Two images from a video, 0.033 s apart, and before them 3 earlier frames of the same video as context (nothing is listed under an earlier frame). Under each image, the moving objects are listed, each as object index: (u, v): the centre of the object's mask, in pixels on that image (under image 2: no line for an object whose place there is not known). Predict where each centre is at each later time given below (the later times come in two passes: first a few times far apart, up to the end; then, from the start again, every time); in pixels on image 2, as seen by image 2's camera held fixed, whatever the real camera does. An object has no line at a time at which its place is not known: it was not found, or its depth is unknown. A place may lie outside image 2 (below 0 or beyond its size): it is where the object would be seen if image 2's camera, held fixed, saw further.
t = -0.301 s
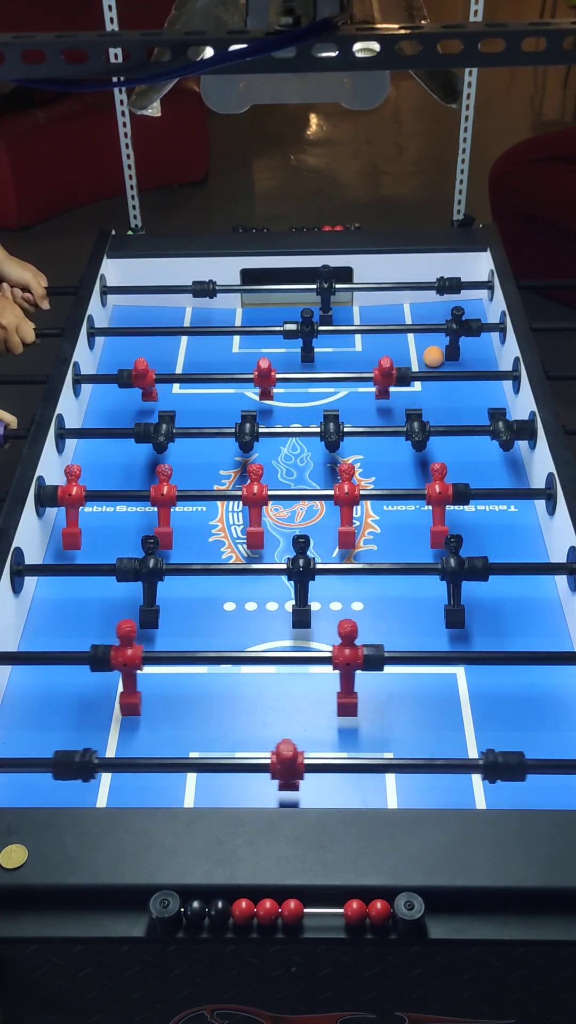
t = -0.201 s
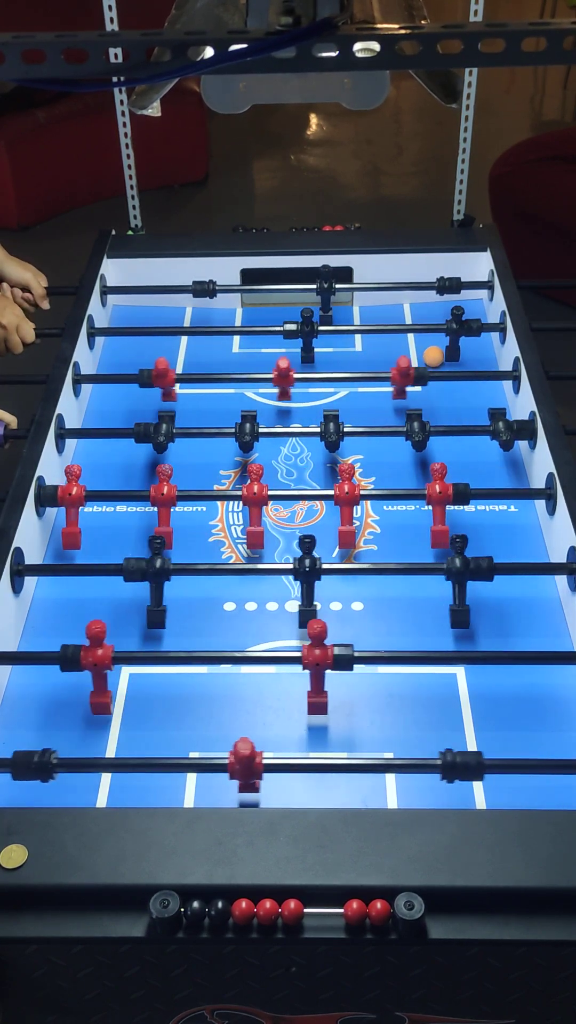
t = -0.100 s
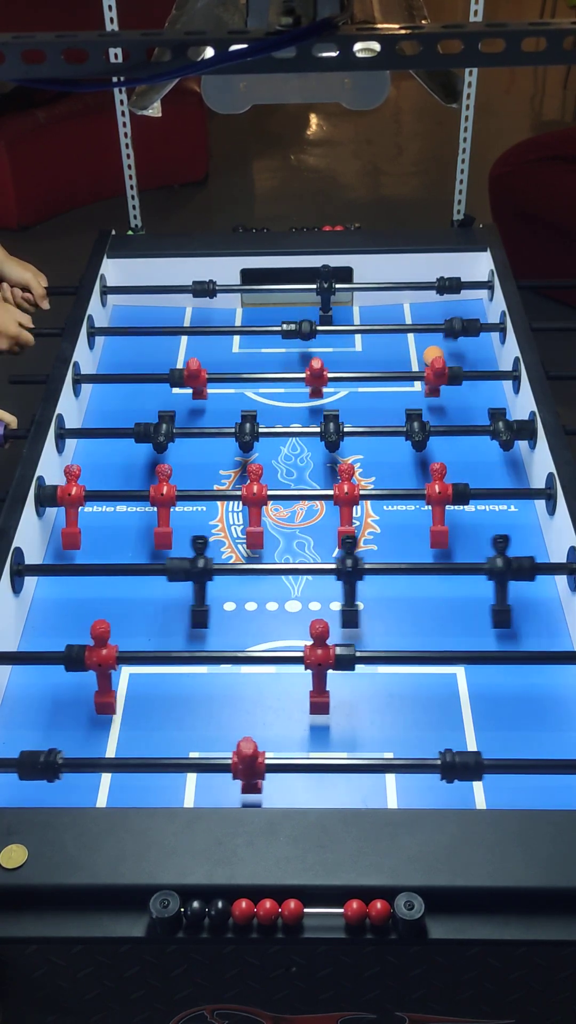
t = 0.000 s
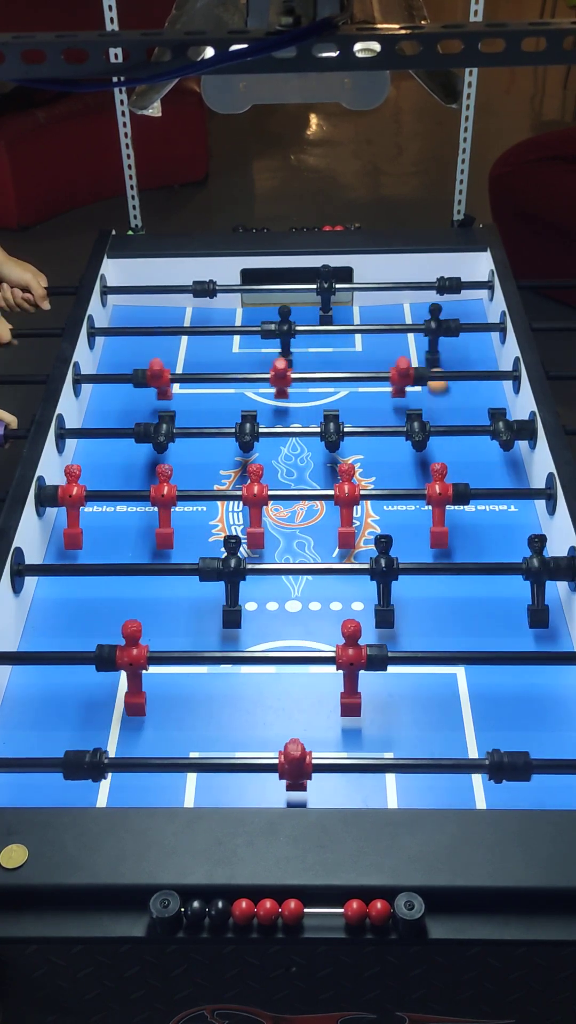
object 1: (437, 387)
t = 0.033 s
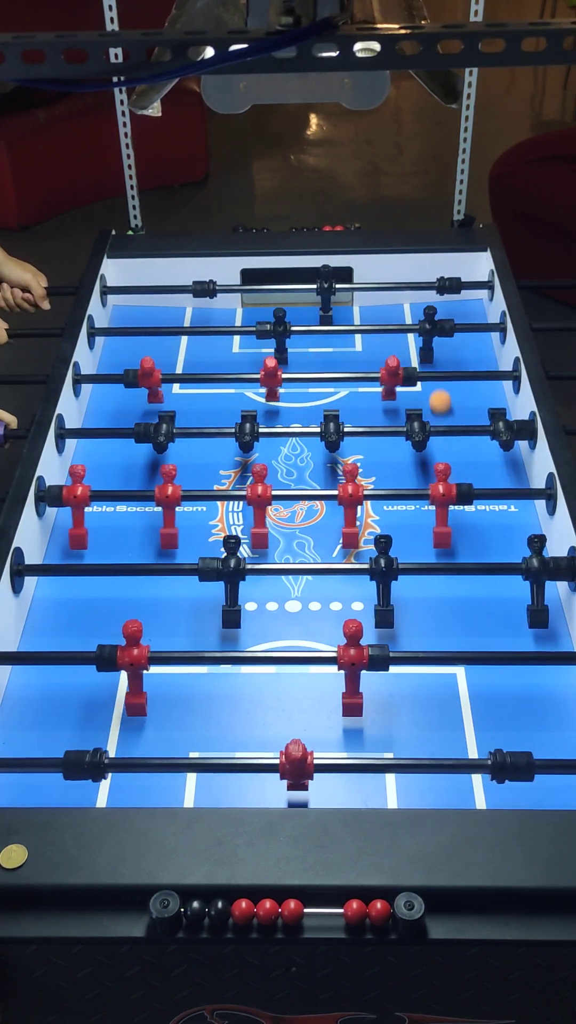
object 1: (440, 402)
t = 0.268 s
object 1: (459, 549)
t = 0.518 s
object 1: (486, 750)
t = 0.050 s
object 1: (441, 412)
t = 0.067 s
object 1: (442, 418)
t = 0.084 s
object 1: (445, 441)
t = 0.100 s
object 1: (446, 446)
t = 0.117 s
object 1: (447, 455)
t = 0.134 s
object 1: (448, 465)
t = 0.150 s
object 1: (450, 475)
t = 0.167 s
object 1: (451, 481)
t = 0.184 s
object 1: (453, 505)
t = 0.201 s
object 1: (453, 510)
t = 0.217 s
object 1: (455, 517)
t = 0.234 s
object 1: (456, 528)
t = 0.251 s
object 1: (458, 539)
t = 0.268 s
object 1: (459, 549)
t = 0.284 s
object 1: (460, 555)
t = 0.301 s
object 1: (462, 582)
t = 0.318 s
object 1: (462, 589)
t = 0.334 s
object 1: (457, 594)
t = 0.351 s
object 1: (472, 611)
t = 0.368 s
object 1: (469, 624)
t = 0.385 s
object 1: (470, 636)
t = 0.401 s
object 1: (472, 643)
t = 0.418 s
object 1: (475, 673)
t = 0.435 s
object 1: (476, 682)
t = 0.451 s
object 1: (478, 696)
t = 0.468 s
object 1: (480, 711)
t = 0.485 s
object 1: (483, 726)
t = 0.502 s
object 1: (484, 742)
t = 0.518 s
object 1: (486, 750)
